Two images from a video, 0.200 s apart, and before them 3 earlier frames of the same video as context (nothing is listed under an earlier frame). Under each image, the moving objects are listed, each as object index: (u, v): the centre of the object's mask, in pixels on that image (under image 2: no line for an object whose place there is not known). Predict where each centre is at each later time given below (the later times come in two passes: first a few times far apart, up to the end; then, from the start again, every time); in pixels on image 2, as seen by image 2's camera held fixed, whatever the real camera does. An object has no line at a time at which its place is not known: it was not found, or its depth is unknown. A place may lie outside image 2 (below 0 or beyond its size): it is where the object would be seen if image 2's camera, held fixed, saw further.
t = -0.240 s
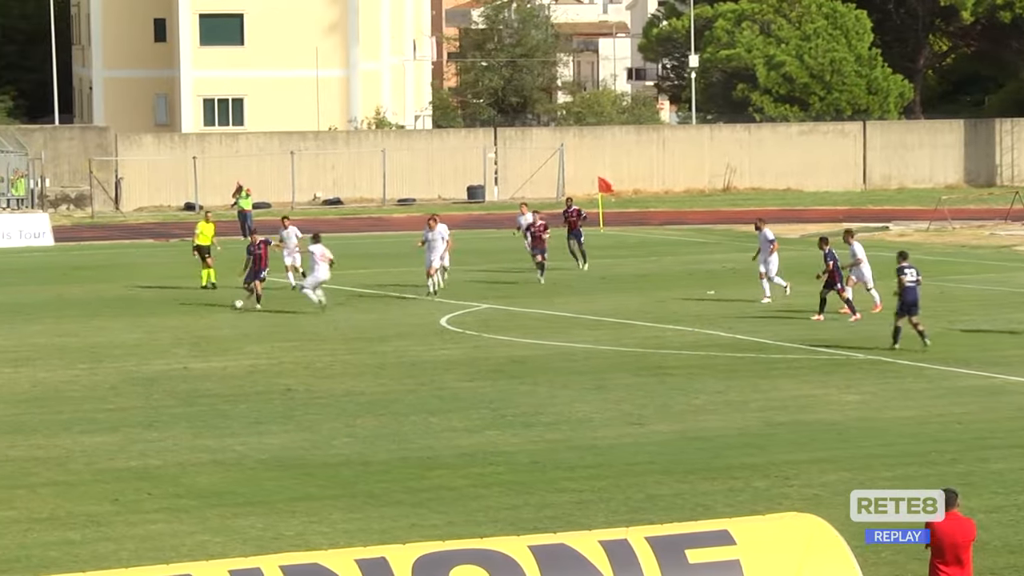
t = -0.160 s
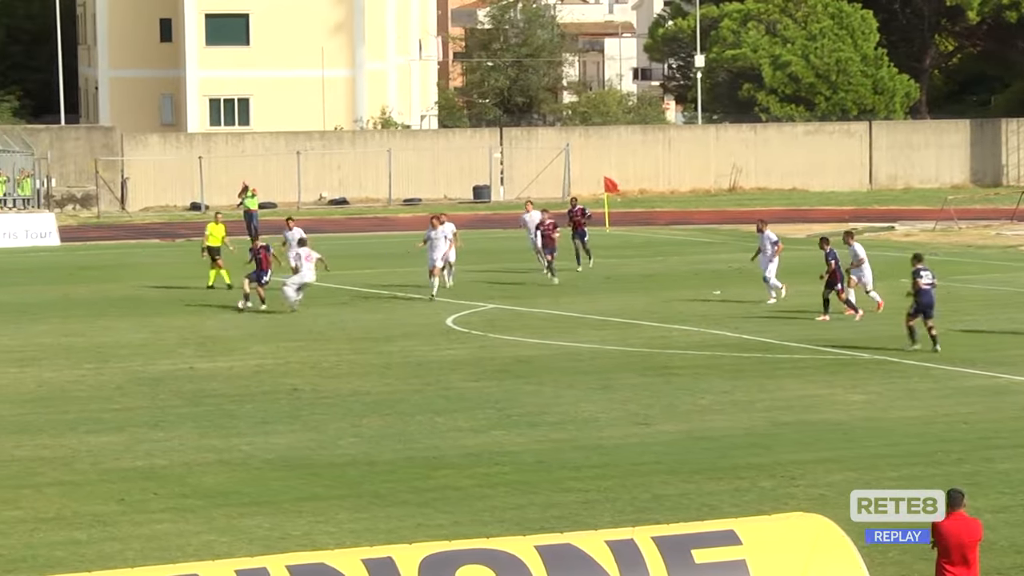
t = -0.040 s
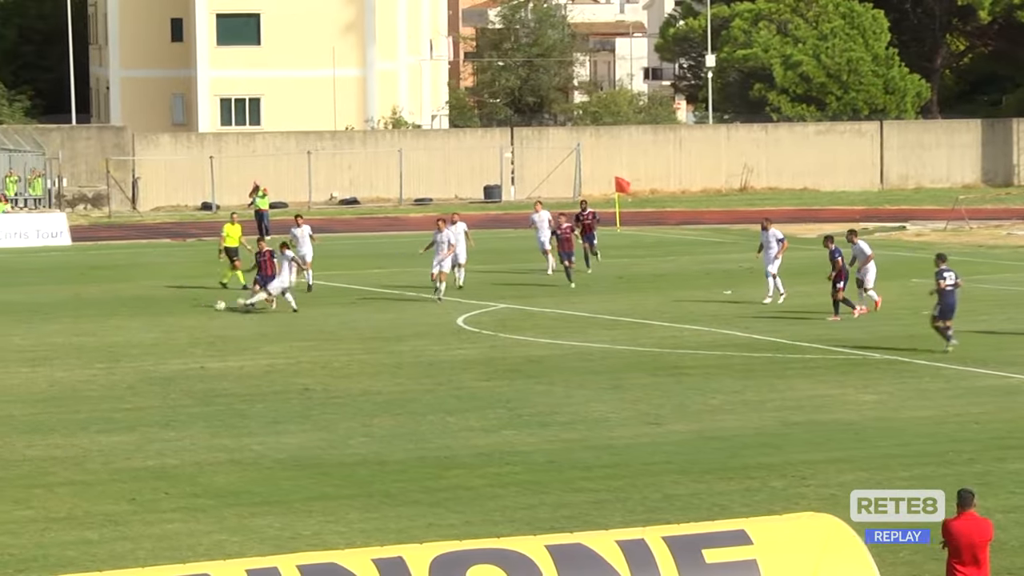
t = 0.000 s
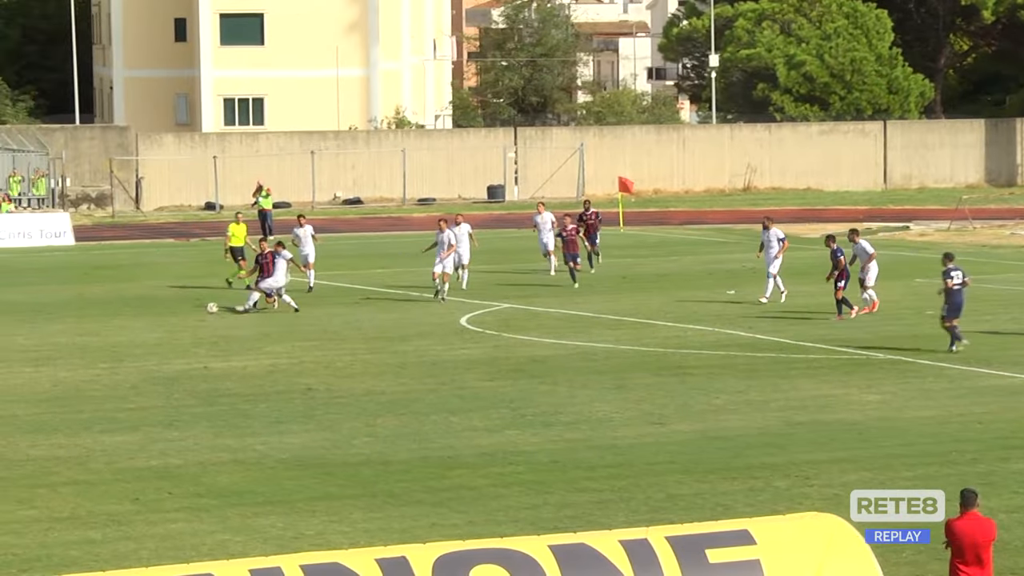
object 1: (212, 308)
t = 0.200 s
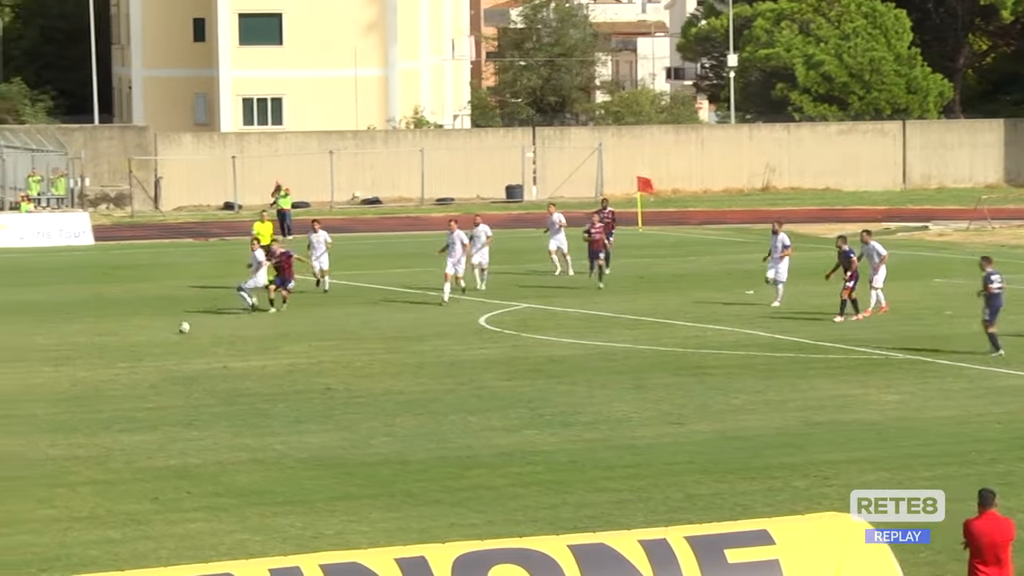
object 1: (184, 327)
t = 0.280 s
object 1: (169, 328)
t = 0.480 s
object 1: (137, 346)
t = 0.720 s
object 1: (107, 356)
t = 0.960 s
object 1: (85, 371)
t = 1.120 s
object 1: (74, 384)
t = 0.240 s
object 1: (177, 327)
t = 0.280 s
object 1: (169, 328)
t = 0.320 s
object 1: (162, 329)
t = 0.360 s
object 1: (156, 332)
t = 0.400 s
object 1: (149, 336)
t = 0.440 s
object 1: (143, 342)
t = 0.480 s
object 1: (137, 346)
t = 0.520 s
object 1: (131, 346)
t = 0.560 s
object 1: (126, 345)
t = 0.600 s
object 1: (122, 347)
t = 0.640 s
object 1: (116, 349)
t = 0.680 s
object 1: (112, 352)
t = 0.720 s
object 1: (107, 356)
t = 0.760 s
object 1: (103, 362)
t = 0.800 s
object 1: (98, 366)
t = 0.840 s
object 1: (95, 366)
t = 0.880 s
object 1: (91, 366)
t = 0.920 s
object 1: (89, 368)
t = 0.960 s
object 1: (85, 371)
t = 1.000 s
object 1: (83, 375)
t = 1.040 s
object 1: (79, 381)
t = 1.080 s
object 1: (78, 383)
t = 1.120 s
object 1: (74, 384)
